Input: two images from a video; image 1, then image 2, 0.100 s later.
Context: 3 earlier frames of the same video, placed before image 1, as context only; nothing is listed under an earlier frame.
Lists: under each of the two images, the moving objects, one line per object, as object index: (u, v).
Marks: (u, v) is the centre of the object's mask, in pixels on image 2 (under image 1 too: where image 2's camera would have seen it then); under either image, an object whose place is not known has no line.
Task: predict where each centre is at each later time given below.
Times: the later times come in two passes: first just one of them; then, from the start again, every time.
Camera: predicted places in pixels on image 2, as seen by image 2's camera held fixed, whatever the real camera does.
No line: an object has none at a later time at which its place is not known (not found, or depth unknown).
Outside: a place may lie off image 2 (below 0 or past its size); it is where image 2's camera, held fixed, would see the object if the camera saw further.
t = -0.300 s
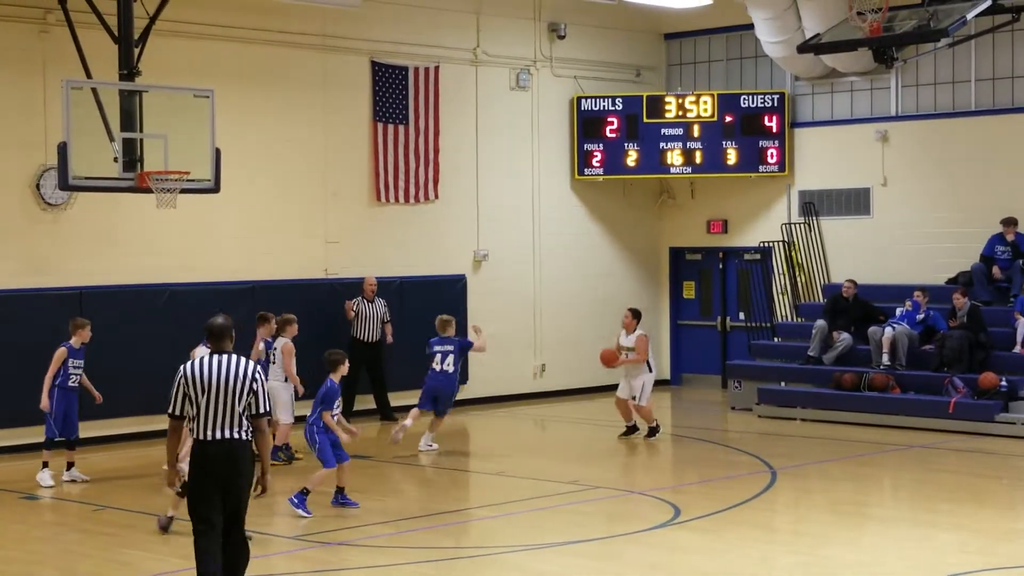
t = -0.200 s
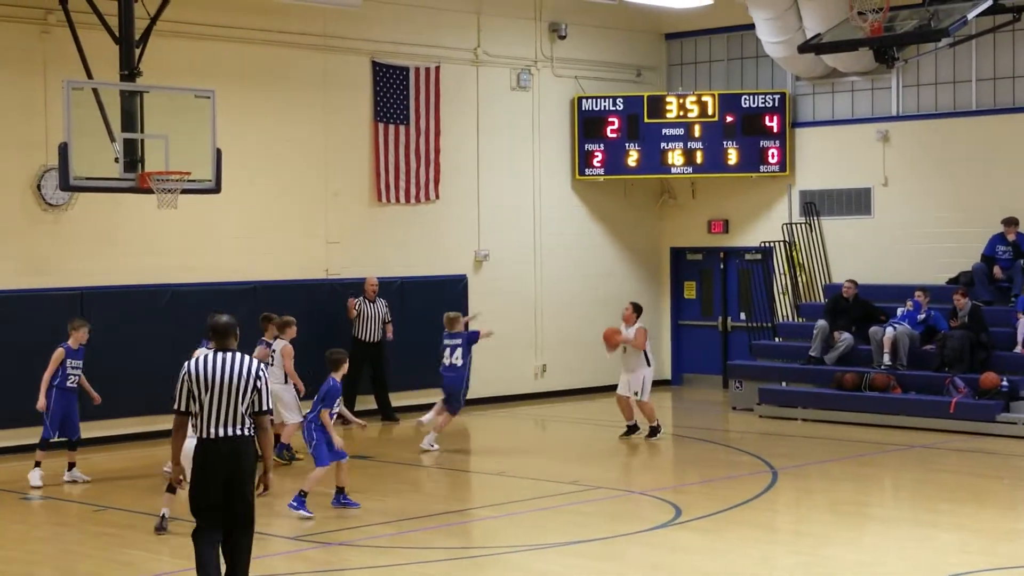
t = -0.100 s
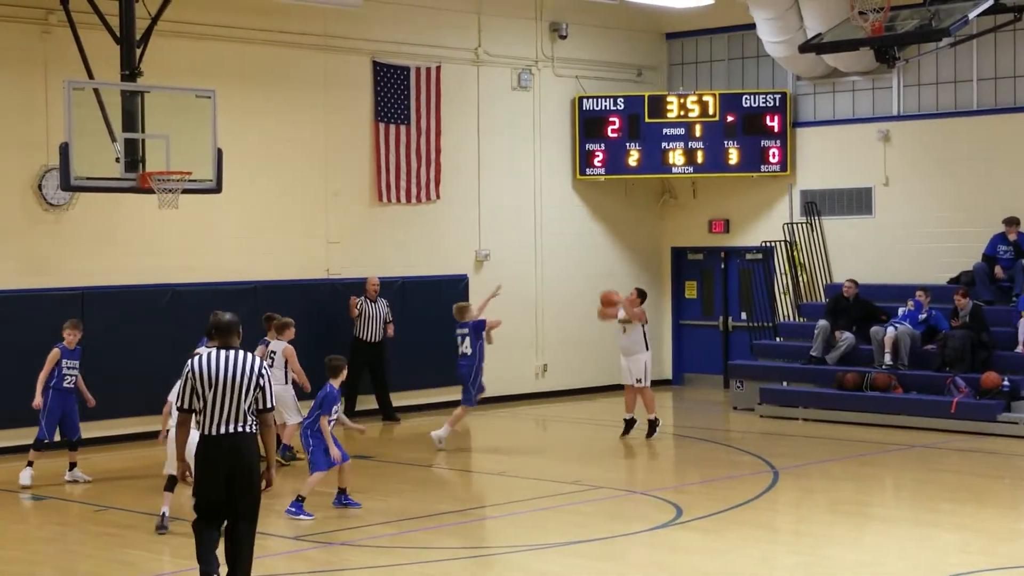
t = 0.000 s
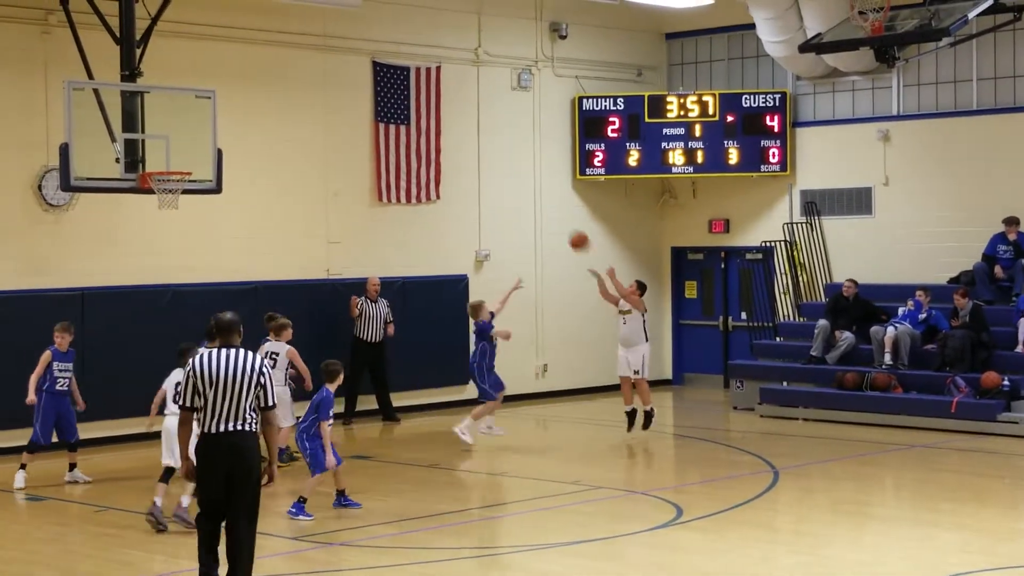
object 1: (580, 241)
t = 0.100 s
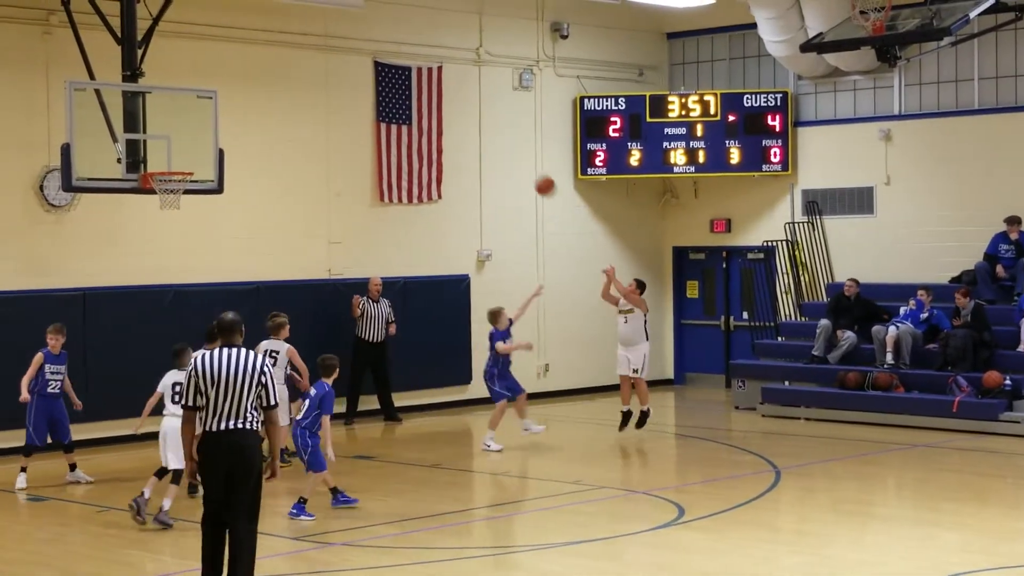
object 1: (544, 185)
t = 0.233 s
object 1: (497, 125)
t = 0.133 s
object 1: (533, 169)
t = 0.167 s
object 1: (521, 153)
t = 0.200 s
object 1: (509, 139)
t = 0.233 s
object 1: (497, 125)
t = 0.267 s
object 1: (485, 113)
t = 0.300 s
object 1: (472, 101)
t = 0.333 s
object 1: (460, 90)
